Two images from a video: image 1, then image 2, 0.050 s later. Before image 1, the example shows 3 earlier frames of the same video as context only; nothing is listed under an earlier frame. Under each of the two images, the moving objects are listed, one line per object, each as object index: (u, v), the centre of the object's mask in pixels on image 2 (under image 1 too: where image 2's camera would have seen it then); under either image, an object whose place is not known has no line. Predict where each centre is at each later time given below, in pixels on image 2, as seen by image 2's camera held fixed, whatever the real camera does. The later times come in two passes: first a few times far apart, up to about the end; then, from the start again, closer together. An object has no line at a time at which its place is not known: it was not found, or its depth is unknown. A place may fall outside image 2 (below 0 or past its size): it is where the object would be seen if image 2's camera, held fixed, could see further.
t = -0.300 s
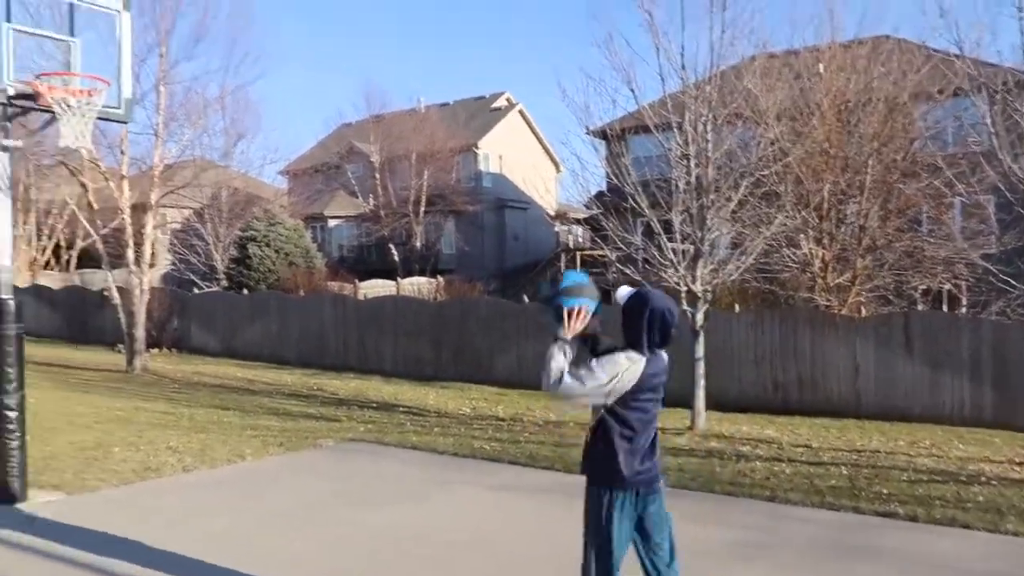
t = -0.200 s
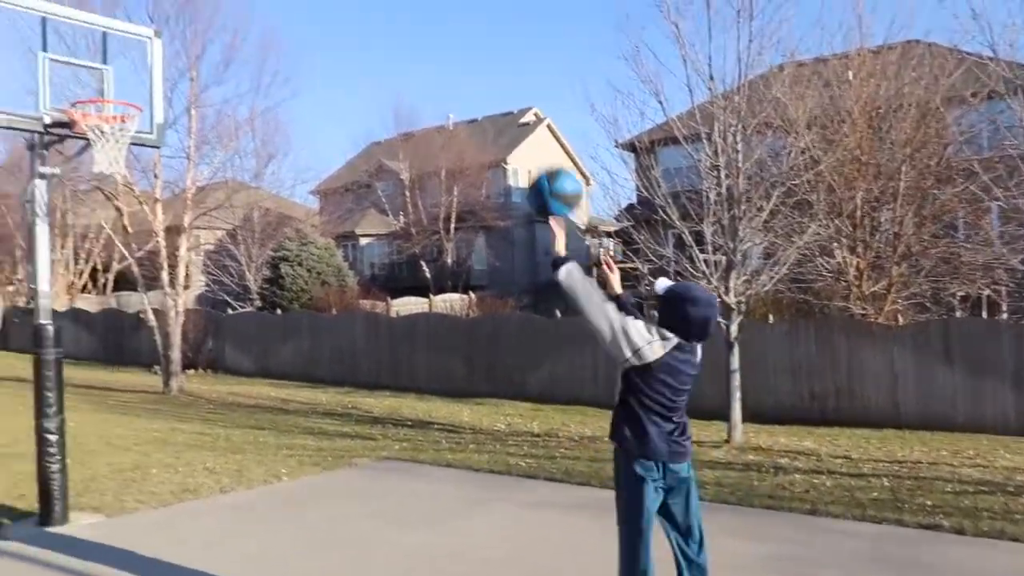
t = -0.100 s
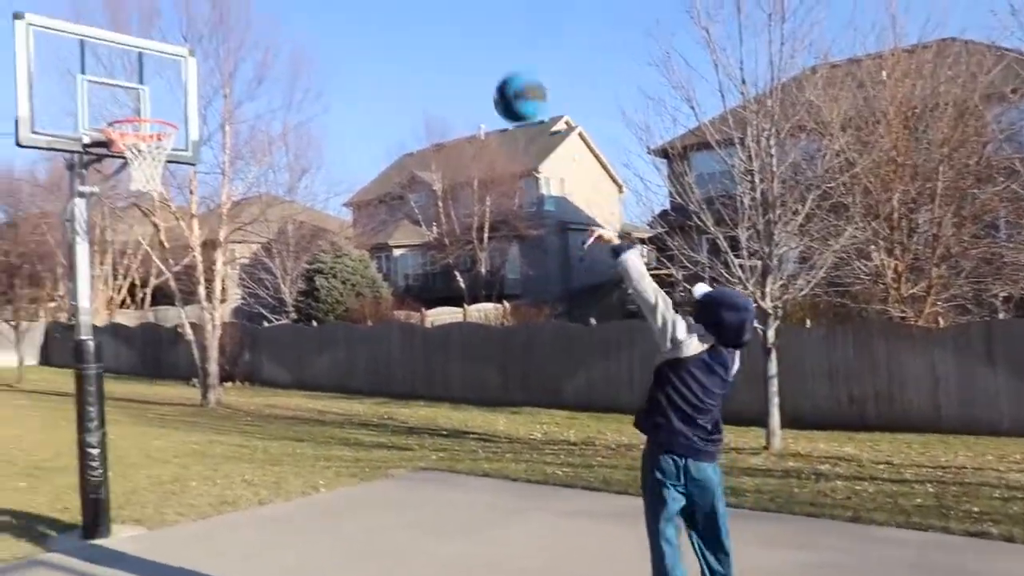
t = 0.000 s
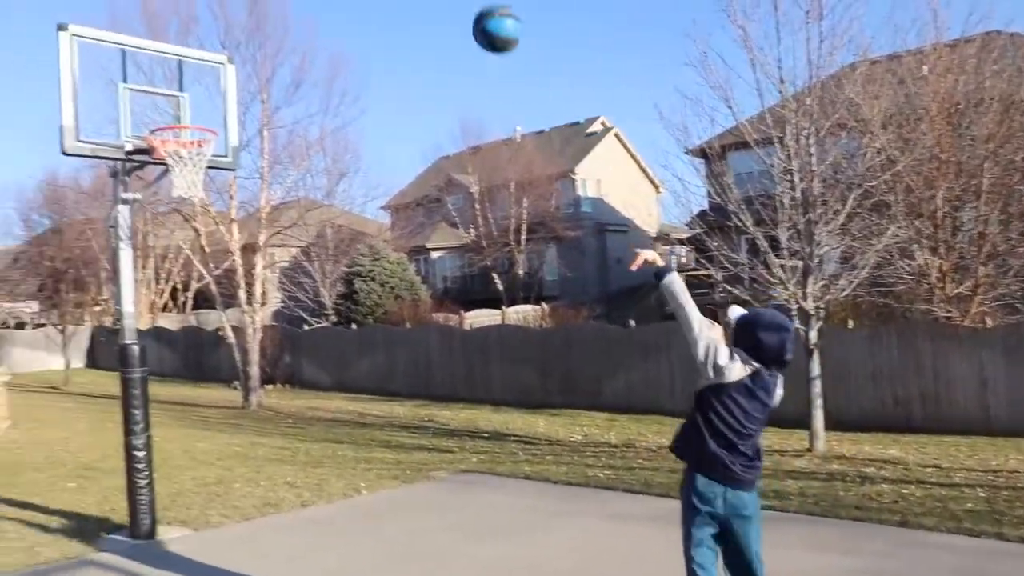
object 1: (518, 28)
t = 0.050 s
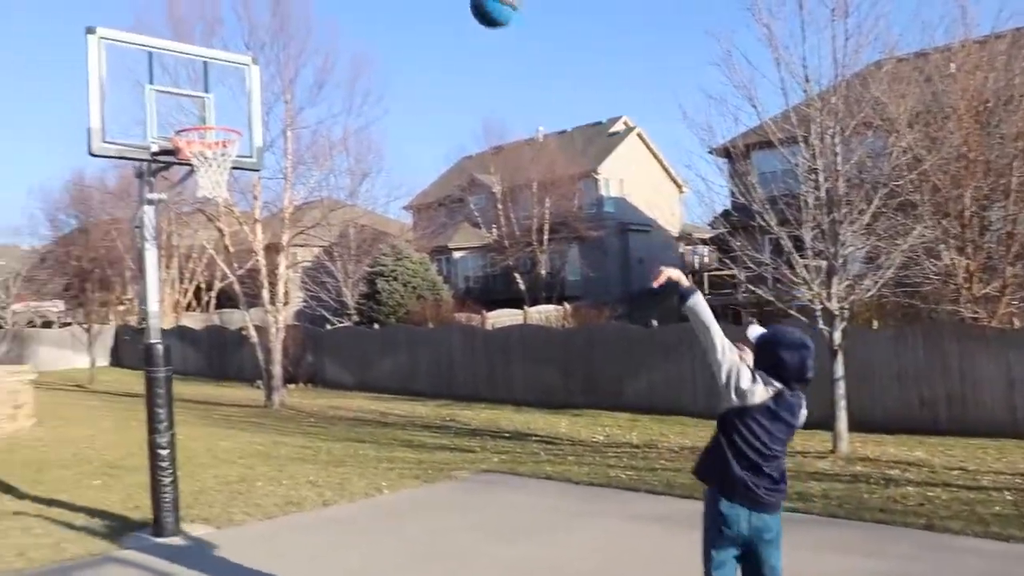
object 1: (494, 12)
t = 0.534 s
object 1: (315, 5)
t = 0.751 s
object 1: (266, 109)
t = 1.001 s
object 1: (227, 283)
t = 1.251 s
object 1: (192, 499)
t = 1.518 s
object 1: (201, 355)
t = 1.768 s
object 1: (207, 276)
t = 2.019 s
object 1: (218, 259)
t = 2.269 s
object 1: (228, 305)
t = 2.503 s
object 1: (246, 404)
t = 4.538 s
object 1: (395, 436)
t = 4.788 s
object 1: (410, 432)
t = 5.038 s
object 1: (425, 429)
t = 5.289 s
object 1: (438, 427)
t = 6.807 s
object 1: (486, 422)
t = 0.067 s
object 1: (486, 9)
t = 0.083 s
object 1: (478, 6)
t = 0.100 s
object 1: (470, 3)
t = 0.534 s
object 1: (315, 5)
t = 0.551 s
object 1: (311, 11)
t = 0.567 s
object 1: (307, 18)
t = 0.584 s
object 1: (303, 26)
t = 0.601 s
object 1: (298, 32)
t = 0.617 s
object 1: (295, 39)
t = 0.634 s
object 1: (291, 46)
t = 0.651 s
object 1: (288, 54)
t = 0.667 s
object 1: (284, 63)
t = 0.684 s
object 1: (281, 72)
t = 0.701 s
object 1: (277, 81)
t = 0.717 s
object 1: (274, 90)
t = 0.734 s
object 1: (270, 98)
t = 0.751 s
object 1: (266, 109)
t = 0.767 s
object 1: (263, 118)
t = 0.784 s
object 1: (258, 129)
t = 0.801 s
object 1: (256, 140)
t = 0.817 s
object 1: (252, 153)
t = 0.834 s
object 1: (251, 160)
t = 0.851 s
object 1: (246, 172)
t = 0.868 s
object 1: (243, 184)
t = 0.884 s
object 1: (239, 195)
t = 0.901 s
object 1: (237, 207)
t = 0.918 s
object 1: (237, 219)
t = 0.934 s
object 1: (236, 229)
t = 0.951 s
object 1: (234, 243)
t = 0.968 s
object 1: (230, 256)
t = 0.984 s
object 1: (228, 268)
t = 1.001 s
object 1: (227, 283)
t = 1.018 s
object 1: (224, 296)
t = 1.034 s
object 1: (222, 308)
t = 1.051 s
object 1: (220, 322)
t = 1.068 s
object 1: (217, 336)
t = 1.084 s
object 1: (215, 350)
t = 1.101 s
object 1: (213, 364)
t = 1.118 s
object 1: (211, 379)
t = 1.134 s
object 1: (207, 395)
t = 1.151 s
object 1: (204, 409)
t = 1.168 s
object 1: (201, 424)
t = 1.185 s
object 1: (199, 439)
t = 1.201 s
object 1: (197, 454)
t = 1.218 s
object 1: (194, 469)
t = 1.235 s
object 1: (192, 484)
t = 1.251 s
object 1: (192, 499)
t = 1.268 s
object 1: (191, 513)
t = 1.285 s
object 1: (192, 504)
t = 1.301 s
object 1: (191, 493)
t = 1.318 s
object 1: (190, 479)
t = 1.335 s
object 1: (190, 467)
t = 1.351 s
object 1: (191, 455)
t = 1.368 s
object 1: (191, 442)
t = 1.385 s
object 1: (191, 432)
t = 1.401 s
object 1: (193, 422)
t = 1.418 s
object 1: (195, 412)
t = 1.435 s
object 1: (196, 401)
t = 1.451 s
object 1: (197, 390)
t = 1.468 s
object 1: (198, 381)
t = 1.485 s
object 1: (199, 371)
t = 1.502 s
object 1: (200, 362)
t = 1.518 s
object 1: (201, 355)
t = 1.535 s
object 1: (201, 347)
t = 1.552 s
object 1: (202, 340)
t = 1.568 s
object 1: (203, 331)
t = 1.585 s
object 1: (202, 325)
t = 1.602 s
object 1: (202, 318)
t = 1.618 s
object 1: (204, 313)
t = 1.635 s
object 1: (202, 306)
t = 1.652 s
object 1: (203, 300)
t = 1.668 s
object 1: (204, 296)
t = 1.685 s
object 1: (204, 294)
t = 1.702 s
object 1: (204, 292)
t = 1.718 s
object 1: (204, 290)
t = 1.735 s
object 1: (203, 287)
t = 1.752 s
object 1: (205, 285)
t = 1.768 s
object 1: (207, 276)
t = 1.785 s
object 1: (209, 271)
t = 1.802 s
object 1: (212, 268)
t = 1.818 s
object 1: (212, 266)
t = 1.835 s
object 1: (212, 263)
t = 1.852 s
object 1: (214, 262)
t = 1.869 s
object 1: (214, 261)
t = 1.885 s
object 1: (215, 259)
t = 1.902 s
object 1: (215, 259)
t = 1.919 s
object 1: (216, 258)
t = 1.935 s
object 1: (217, 258)
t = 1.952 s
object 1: (217, 258)
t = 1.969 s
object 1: (217, 258)
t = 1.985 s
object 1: (218, 259)
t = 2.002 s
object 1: (218, 259)
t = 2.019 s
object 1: (218, 259)
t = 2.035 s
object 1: (219, 260)
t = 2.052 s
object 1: (220, 262)
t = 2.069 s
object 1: (219, 262)
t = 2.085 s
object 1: (220, 266)
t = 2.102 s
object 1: (222, 270)
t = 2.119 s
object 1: (222, 273)
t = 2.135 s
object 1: (223, 274)
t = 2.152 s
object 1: (223, 274)
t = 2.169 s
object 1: (224, 276)
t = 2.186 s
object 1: (227, 285)
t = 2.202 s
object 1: (229, 287)
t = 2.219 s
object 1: (226, 292)
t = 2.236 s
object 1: (228, 298)
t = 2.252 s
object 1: (227, 300)
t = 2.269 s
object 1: (228, 305)
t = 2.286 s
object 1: (228, 308)
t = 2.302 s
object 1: (230, 317)
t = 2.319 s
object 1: (231, 323)
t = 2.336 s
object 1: (233, 330)
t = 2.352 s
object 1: (234, 336)
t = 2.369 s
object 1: (236, 342)
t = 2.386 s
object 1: (237, 349)
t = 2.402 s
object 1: (238, 356)
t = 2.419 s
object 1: (239, 363)
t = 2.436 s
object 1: (240, 370)
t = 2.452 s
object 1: (241, 379)
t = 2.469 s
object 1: (243, 387)
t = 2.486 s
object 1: (245, 396)
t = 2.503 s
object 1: (246, 404)
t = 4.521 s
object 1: (397, 436)
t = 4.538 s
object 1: (395, 436)
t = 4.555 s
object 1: (391, 435)
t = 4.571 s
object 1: (398, 434)
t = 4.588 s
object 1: (398, 434)
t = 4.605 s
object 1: (399, 433)
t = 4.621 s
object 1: (401, 433)
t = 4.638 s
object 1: (402, 434)
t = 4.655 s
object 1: (403, 434)
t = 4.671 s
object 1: (403, 433)
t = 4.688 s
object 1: (405, 434)
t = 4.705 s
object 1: (405, 433)
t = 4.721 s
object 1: (407, 432)
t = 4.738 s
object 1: (408, 432)
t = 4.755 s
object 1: (409, 432)
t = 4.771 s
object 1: (409, 431)
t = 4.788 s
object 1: (410, 432)
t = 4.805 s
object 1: (411, 432)
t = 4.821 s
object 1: (412, 432)
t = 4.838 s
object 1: (413, 432)
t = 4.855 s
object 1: (414, 432)
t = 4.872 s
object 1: (415, 431)
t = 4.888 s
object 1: (416, 431)
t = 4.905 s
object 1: (417, 429)
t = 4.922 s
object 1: (418, 430)
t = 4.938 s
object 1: (419, 429)
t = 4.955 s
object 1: (420, 429)
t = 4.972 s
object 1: (421, 429)
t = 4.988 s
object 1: (421, 429)
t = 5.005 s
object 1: (422, 429)
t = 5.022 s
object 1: (423, 429)
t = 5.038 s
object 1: (425, 429)
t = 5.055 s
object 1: (425, 429)
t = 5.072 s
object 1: (425, 429)
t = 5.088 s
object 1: (427, 428)
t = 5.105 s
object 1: (427, 428)
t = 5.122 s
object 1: (428, 428)
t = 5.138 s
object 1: (430, 428)
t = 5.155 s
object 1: (430, 428)
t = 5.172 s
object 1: (431, 428)
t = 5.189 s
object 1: (432, 428)
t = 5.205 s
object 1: (433, 428)
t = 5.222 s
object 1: (434, 428)
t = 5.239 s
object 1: (436, 428)
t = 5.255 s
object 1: (438, 427)
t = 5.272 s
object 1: (438, 427)
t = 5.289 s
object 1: (438, 427)
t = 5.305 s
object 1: (440, 427)
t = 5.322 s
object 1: (440, 427)
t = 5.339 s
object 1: (440, 427)
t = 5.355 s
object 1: (441, 427)
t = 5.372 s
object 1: (442, 426)
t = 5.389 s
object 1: (443, 426)
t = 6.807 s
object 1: (486, 422)
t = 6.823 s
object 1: (486, 421)
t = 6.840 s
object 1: (486, 422)
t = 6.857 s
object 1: (486, 422)
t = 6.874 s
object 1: (486, 422)
